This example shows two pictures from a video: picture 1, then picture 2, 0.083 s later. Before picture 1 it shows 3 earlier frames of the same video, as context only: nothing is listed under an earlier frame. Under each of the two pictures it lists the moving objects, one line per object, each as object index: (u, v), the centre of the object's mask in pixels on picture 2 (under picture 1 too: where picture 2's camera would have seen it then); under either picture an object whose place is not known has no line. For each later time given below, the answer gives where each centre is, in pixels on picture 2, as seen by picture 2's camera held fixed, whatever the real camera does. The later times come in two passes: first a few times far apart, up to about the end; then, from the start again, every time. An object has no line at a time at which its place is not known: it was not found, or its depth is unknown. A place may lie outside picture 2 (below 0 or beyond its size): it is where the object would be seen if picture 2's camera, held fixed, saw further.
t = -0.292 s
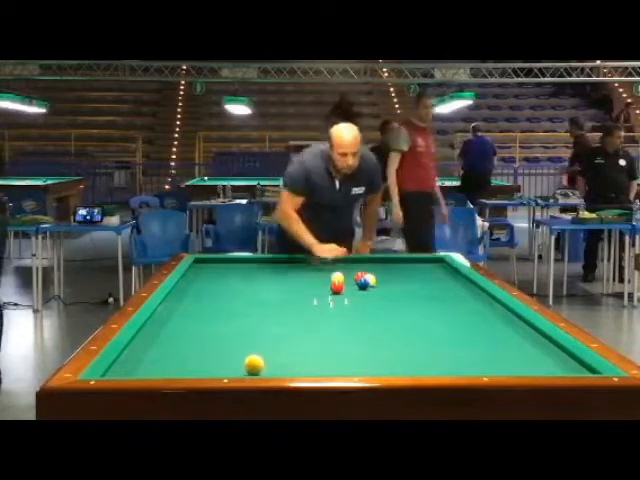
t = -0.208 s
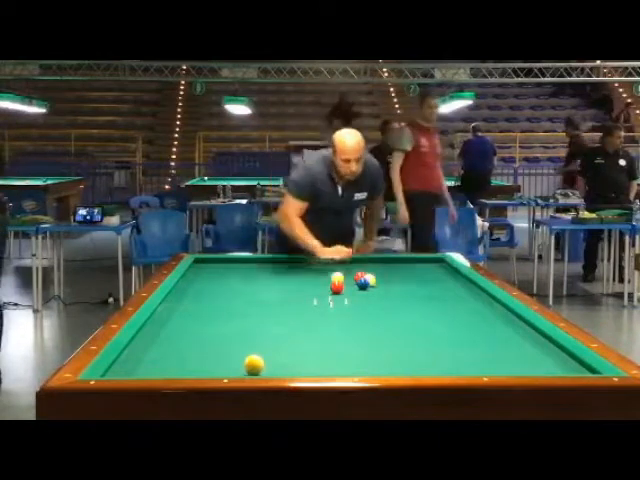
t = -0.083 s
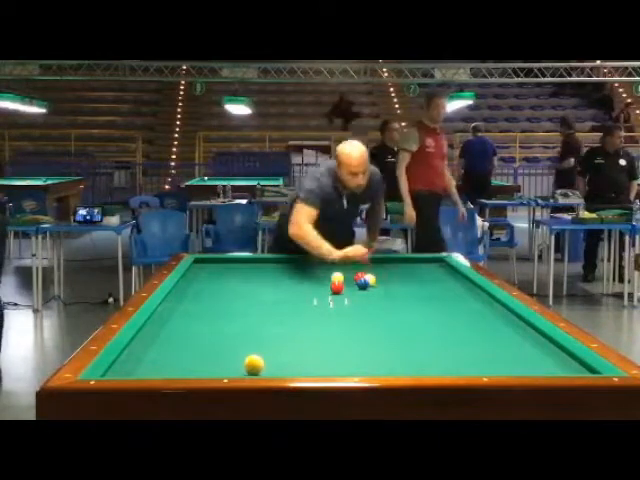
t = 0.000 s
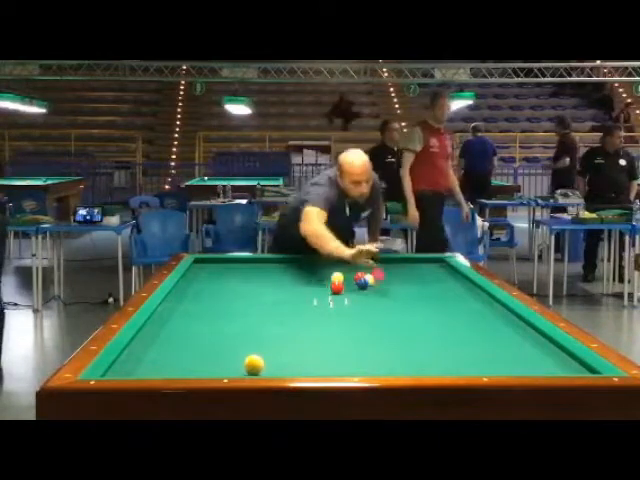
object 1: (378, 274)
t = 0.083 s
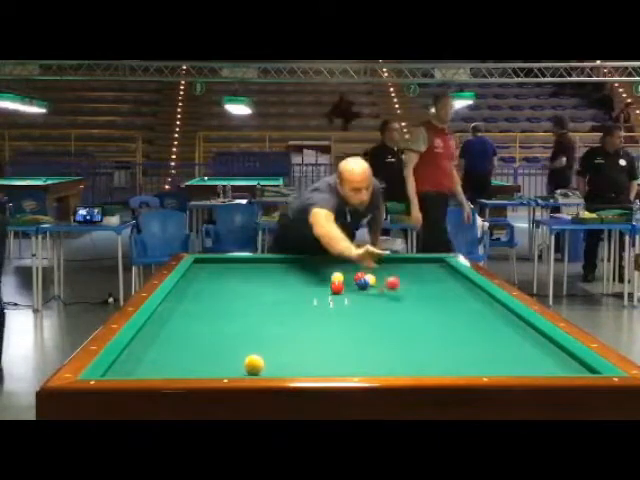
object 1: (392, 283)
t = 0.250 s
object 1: (426, 307)
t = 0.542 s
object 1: (499, 340)
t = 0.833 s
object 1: (563, 365)
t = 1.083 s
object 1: (543, 340)
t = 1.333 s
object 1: (514, 324)
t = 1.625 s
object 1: (489, 310)
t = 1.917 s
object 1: (468, 297)
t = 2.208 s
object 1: (450, 287)
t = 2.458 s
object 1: (437, 279)
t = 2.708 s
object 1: (425, 273)
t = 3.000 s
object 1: (413, 265)
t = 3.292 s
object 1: (403, 259)
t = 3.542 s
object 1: (398, 262)
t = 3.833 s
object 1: (394, 264)
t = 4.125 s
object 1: (389, 268)
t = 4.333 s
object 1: (385, 270)
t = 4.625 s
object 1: (380, 275)
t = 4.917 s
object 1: (377, 277)
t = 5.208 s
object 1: (375, 279)
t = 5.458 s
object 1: (376, 280)
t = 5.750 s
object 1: (376, 281)
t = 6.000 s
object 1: (376, 282)
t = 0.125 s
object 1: (400, 282)
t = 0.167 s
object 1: (408, 286)
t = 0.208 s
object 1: (417, 295)
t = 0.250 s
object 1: (426, 307)
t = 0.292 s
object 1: (435, 306)
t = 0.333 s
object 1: (444, 309)
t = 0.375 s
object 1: (455, 318)
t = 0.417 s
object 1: (465, 323)
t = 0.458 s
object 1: (476, 327)
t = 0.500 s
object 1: (487, 336)
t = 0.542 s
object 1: (499, 340)
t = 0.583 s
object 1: (511, 347)
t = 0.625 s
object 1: (525, 353)
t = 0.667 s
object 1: (539, 360)
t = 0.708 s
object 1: (552, 366)
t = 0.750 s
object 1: (567, 369)
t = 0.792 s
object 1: (567, 367)
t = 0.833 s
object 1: (563, 365)
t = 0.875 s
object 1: (559, 360)
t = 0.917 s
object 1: (556, 355)
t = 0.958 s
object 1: (554, 351)
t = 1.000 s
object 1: (552, 347)
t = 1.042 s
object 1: (549, 343)
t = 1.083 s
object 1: (543, 340)
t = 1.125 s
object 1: (537, 337)
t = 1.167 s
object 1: (531, 333)
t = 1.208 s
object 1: (526, 331)
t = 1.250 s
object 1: (522, 328)
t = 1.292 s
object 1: (518, 327)
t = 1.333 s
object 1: (514, 324)
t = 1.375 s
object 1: (510, 322)
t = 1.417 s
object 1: (506, 320)
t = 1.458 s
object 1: (503, 317)
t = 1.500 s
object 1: (499, 315)
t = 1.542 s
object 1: (495, 313)
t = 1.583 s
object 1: (493, 312)
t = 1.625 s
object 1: (489, 310)
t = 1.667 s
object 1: (486, 307)
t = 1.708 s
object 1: (482, 305)
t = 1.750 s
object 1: (479, 304)
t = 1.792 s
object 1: (476, 302)
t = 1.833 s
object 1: (473, 301)
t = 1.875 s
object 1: (471, 299)
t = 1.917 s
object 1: (468, 297)
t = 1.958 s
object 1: (465, 296)
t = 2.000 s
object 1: (462, 294)
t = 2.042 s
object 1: (460, 293)
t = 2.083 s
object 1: (457, 291)
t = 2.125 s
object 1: (455, 290)
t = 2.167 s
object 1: (452, 288)
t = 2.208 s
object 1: (450, 287)
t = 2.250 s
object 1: (448, 286)
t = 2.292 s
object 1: (445, 284)
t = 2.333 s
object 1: (443, 283)
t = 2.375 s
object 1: (441, 282)
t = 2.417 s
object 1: (439, 280)
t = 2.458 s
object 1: (437, 279)
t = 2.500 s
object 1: (435, 278)
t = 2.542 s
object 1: (433, 277)
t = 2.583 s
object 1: (431, 276)
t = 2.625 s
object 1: (429, 275)
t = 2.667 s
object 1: (427, 274)
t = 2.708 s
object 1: (425, 273)
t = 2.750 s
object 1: (423, 272)
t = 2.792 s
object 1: (421, 271)
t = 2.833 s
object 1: (420, 270)
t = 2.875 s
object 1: (419, 269)
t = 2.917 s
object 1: (417, 268)
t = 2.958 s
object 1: (415, 266)
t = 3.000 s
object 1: (413, 265)
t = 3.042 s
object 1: (411, 264)
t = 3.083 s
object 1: (410, 264)
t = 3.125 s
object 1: (408, 264)
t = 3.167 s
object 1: (407, 263)
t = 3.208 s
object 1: (405, 261)
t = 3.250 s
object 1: (404, 261)
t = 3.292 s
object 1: (403, 259)
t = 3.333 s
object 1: (402, 259)
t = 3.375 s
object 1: (402, 259)
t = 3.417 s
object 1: (401, 259)
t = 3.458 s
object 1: (400, 260)
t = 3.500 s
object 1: (399, 261)
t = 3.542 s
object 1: (398, 262)
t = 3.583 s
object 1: (397, 262)
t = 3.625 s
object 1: (397, 263)
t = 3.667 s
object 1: (396, 263)
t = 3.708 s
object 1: (396, 263)
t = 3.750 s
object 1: (395, 263)
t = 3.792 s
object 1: (394, 264)
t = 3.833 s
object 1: (394, 264)
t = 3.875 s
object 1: (393, 265)
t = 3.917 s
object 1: (393, 265)
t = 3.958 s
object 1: (392, 265)
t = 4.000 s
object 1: (391, 267)
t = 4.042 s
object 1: (391, 267)
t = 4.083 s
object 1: (389, 268)
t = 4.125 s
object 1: (389, 268)
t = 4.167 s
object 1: (388, 269)
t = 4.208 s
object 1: (387, 269)
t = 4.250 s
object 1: (386, 270)
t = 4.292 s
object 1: (386, 270)
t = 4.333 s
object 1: (385, 270)
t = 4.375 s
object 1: (385, 271)
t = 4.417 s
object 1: (384, 271)
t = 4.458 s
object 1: (383, 272)
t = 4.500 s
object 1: (382, 272)
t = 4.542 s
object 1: (382, 273)
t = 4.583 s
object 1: (380, 274)
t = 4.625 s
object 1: (380, 275)
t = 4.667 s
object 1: (379, 275)
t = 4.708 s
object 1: (379, 275)
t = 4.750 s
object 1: (379, 276)
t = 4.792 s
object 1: (378, 276)
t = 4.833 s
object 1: (378, 276)
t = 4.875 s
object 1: (377, 277)
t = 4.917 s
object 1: (377, 277)
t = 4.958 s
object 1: (376, 278)
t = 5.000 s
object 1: (376, 278)
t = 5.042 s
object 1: (376, 278)
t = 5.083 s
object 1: (376, 278)
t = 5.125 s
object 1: (376, 278)
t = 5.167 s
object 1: (376, 279)
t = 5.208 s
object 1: (375, 279)
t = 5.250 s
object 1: (376, 279)
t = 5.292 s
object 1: (375, 279)
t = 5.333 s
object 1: (375, 279)
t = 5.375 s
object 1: (375, 279)
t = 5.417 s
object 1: (376, 280)
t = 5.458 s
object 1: (376, 280)
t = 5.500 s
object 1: (376, 280)
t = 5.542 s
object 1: (376, 280)
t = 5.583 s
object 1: (376, 280)
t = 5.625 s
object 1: (376, 281)
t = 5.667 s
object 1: (376, 281)
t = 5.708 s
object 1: (376, 281)
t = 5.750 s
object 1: (376, 281)
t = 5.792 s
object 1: (376, 281)
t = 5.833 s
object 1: (376, 281)
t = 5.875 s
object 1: (376, 281)
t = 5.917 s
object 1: (376, 282)
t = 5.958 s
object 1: (376, 281)
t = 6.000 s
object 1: (376, 282)
